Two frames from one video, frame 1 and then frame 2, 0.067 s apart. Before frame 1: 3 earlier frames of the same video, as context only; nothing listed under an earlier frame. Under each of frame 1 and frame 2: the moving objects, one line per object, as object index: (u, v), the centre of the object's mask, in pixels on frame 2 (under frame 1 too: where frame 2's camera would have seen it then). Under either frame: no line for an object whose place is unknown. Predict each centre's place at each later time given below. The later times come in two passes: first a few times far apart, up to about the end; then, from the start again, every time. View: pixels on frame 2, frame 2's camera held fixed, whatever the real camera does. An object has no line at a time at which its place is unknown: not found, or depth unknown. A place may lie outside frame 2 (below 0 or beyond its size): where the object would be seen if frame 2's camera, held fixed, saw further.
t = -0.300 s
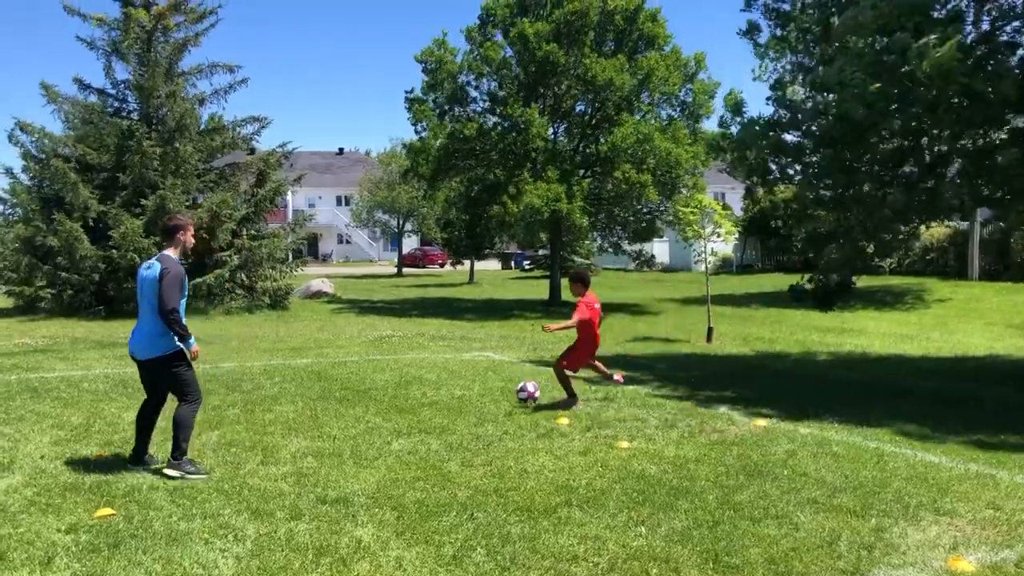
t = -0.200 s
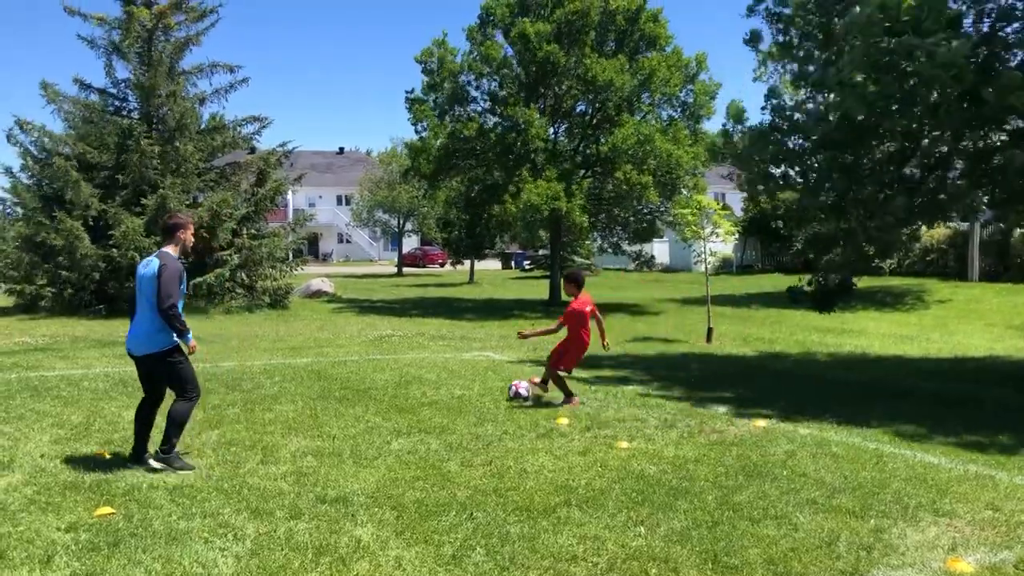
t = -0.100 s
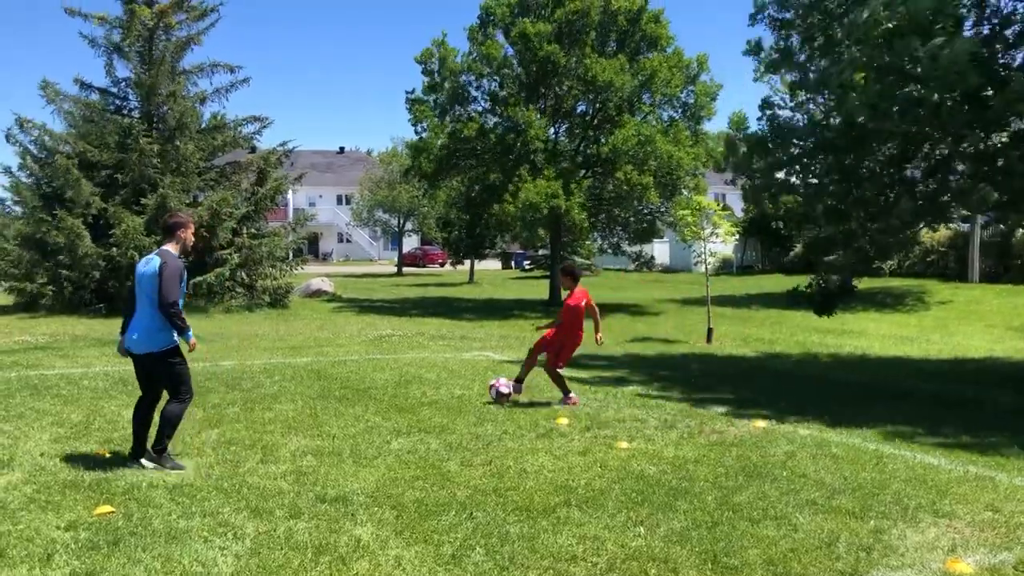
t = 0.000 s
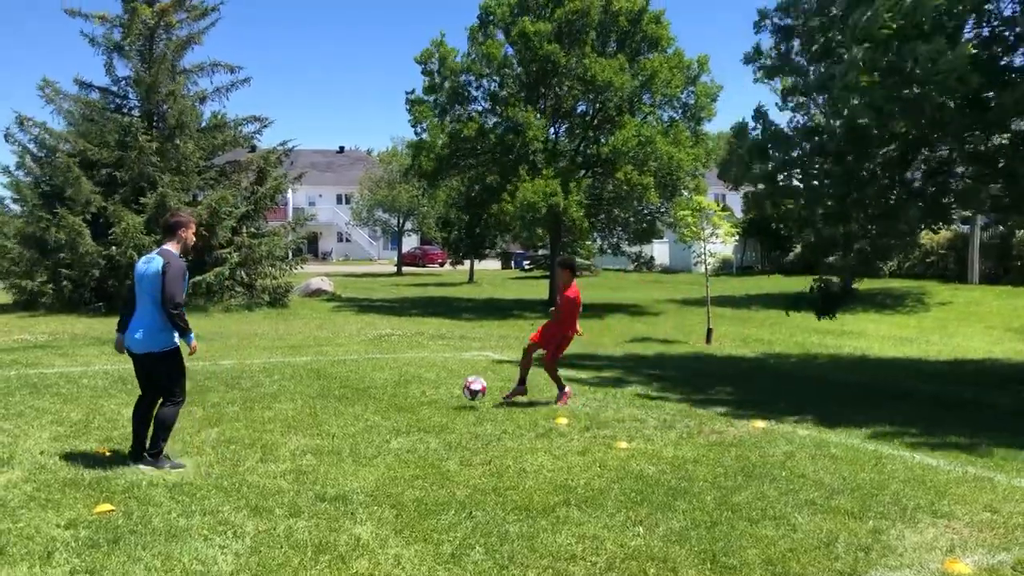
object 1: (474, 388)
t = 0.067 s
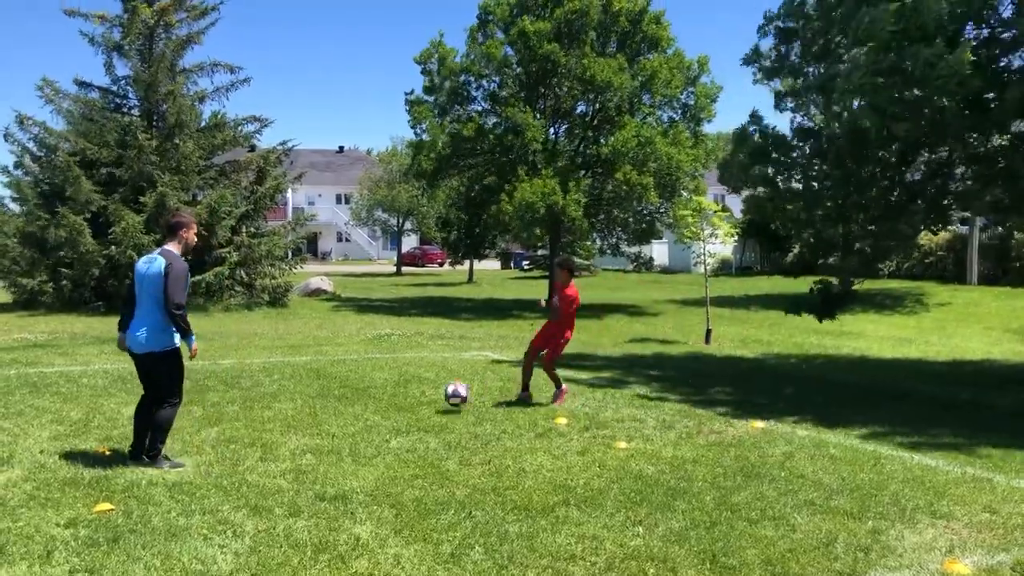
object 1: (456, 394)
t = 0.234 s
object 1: (409, 413)
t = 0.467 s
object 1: (337, 429)
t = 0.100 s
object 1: (447, 400)
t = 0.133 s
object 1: (437, 405)
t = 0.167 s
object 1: (428, 410)
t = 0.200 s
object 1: (418, 412)
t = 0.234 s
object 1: (409, 413)
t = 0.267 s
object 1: (399, 415)
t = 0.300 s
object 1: (389, 416)
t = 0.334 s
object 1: (378, 420)
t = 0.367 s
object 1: (368, 423)
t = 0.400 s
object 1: (358, 425)
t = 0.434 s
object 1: (347, 428)
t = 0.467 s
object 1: (337, 429)
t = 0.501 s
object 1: (328, 429)
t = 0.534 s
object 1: (317, 432)
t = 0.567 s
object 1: (306, 435)
